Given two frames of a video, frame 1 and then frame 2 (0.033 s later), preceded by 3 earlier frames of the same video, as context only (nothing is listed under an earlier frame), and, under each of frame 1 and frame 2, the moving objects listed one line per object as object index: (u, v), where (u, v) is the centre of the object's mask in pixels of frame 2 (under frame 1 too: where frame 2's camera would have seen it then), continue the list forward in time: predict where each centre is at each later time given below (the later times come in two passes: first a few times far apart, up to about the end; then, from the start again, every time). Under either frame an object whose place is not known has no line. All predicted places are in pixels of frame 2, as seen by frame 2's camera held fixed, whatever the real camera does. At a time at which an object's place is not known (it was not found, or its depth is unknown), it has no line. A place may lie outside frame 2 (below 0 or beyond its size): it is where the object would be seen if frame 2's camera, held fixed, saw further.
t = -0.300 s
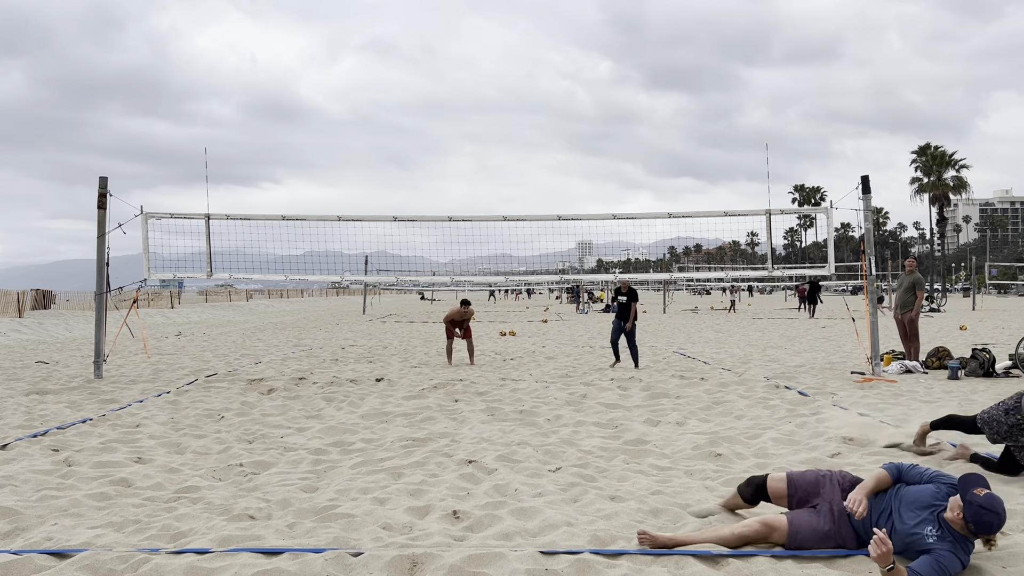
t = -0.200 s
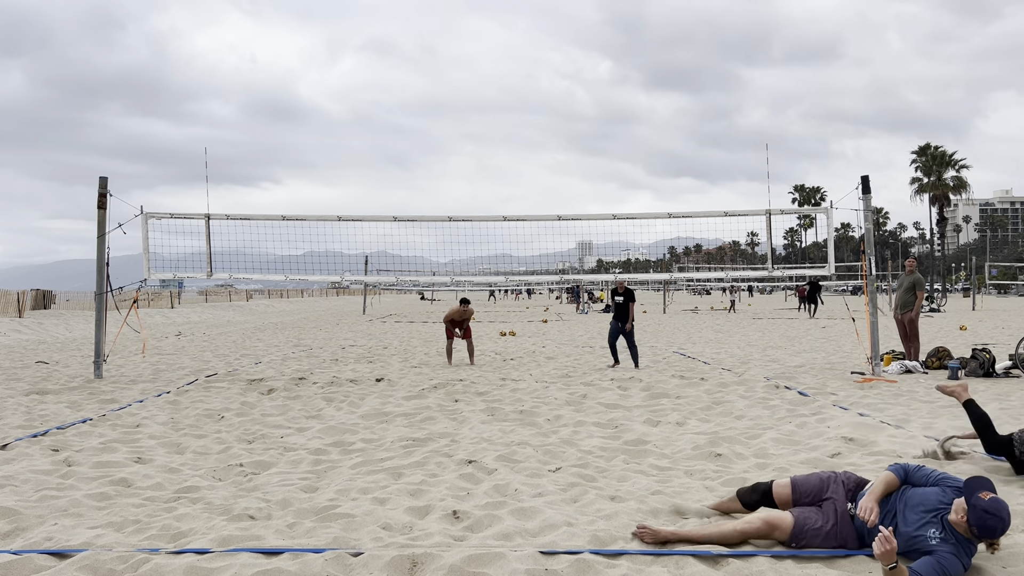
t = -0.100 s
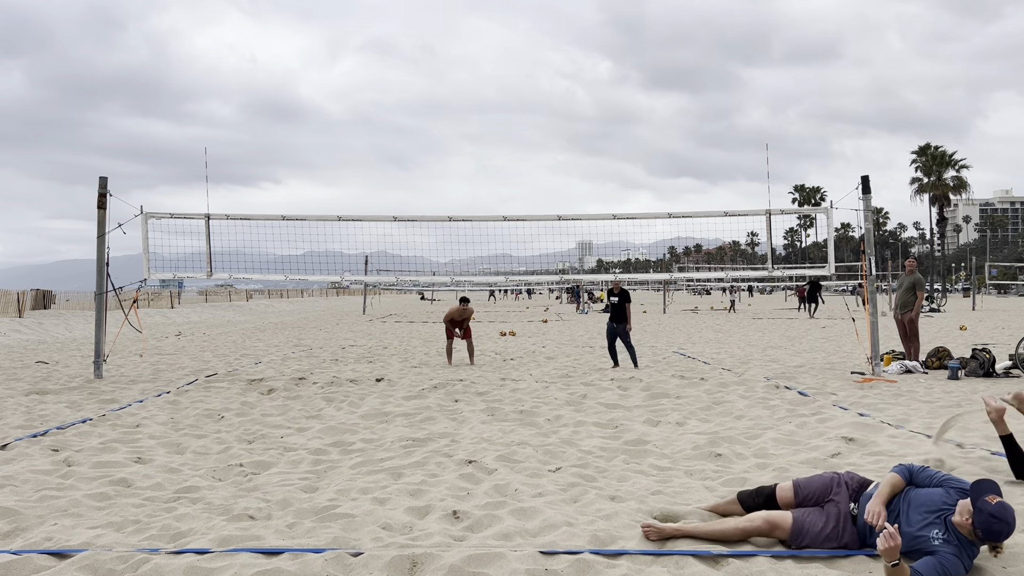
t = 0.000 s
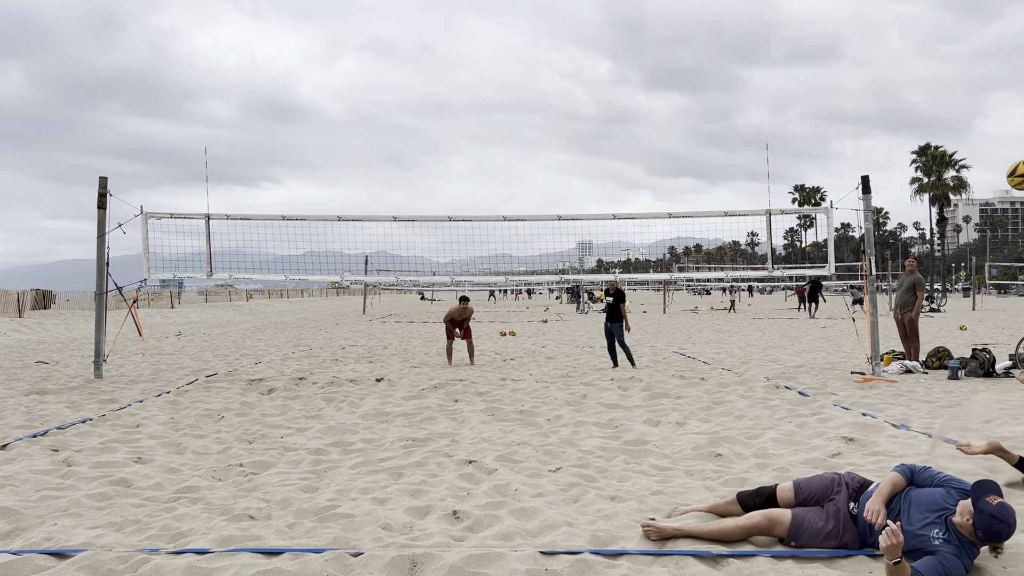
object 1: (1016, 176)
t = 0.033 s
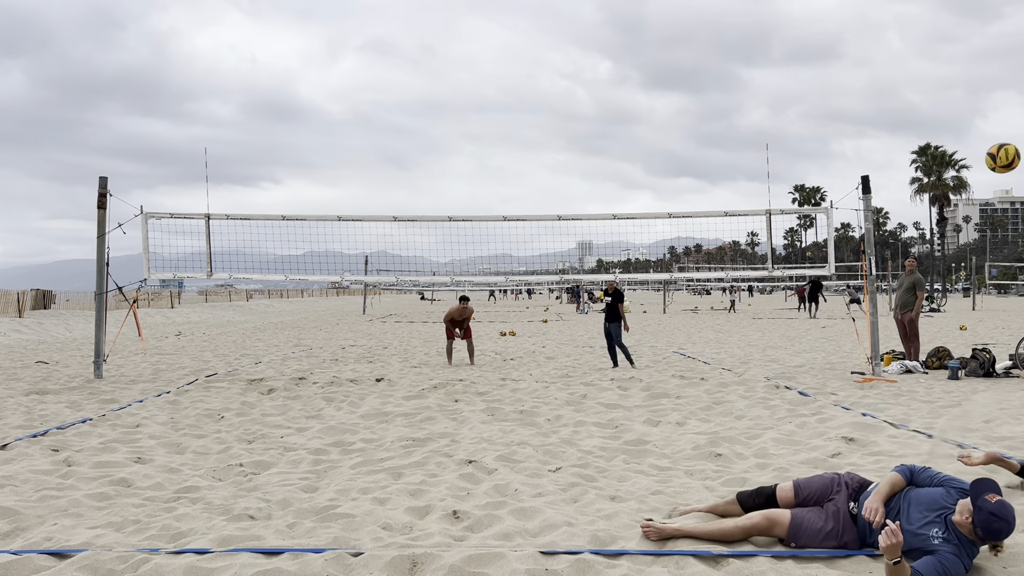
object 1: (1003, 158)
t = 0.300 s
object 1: (862, 99)
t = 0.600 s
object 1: (757, 143)
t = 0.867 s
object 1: (694, 240)
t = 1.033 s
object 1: (666, 318)
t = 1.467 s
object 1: (654, 311)
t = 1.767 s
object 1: (663, 298)
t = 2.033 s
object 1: (672, 341)
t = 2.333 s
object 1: (700, 373)
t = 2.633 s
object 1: (739, 379)
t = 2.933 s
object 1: (763, 375)
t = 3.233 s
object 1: (775, 375)
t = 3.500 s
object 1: (772, 374)
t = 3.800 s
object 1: (769, 376)
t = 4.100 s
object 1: (772, 376)
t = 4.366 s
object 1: (772, 376)
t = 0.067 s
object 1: (982, 143)
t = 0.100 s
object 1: (962, 131)
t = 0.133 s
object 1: (943, 122)
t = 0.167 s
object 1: (925, 113)
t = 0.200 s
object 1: (908, 107)
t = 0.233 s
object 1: (891, 103)
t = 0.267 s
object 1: (876, 101)
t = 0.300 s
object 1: (862, 99)
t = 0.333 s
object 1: (848, 100)
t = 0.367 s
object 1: (834, 101)
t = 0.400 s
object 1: (822, 104)
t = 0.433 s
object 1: (809, 108)
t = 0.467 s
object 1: (798, 113)
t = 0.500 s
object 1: (787, 119)
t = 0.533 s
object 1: (776, 126)
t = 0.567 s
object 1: (766, 134)
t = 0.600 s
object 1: (757, 143)
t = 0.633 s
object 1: (748, 153)
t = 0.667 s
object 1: (739, 163)
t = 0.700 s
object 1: (731, 174)
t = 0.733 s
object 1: (723, 187)
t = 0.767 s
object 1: (715, 199)
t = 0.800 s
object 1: (708, 212)
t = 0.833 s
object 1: (701, 225)
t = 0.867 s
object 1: (694, 240)
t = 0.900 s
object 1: (689, 254)
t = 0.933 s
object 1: (683, 270)
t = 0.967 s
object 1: (677, 285)
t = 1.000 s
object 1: (671, 301)
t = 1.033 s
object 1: (666, 318)
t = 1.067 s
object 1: (662, 335)
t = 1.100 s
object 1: (657, 352)
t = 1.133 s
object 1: (653, 370)
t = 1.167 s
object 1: (648, 388)
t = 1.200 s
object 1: (648, 383)
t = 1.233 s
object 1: (649, 371)
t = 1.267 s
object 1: (649, 360)
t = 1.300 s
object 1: (650, 350)
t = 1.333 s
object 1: (651, 340)
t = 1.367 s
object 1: (652, 332)
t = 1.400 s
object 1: (652, 324)
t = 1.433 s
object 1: (653, 317)
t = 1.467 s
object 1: (654, 311)
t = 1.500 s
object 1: (655, 307)
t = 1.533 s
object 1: (656, 303)
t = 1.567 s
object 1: (657, 300)
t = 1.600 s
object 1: (658, 297)
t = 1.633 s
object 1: (659, 296)
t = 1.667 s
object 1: (660, 295)
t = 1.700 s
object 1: (661, 295)
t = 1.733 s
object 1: (662, 296)
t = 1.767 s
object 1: (663, 298)
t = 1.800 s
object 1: (664, 300)
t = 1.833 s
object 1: (665, 304)
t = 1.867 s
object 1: (667, 308)
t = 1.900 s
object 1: (667, 313)
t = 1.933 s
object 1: (669, 319)
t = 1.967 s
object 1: (670, 325)
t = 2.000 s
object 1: (671, 333)
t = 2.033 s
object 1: (672, 341)
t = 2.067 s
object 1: (673, 350)
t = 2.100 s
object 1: (675, 359)
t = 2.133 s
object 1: (676, 370)
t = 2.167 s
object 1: (677, 381)
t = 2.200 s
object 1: (681, 380)
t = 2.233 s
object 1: (686, 377)
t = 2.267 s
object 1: (691, 375)
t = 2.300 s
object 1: (696, 373)
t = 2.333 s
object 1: (700, 373)
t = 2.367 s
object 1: (705, 373)
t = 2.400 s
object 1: (710, 374)
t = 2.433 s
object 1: (715, 376)
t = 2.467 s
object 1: (720, 379)
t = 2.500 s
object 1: (724, 379)
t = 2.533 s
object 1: (728, 378)
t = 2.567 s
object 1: (732, 378)
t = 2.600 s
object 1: (736, 378)
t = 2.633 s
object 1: (739, 379)
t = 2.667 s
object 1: (743, 379)
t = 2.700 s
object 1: (746, 378)
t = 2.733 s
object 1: (749, 378)
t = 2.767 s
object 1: (752, 377)
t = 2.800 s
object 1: (755, 377)
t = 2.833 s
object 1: (757, 376)
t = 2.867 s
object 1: (759, 376)
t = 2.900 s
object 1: (761, 375)
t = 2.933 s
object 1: (763, 375)
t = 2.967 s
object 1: (764, 375)
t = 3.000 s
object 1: (766, 375)
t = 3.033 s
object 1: (768, 375)
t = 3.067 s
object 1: (769, 375)
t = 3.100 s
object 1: (771, 375)
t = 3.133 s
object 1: (772, 376)
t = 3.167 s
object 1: (774, 376)
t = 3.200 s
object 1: (775, 376)
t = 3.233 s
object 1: (775, 375)
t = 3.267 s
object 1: (774, 375)
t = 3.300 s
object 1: (774, 374)
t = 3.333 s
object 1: (774, 375)
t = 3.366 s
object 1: (774, 374)
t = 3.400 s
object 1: (774, 374)
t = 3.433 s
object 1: (773, 374)
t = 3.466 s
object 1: (773, 374)
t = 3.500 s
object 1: (772, 374)
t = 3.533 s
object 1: (772, 374)
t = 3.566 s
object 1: (771, 374)
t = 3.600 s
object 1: (771, 374)
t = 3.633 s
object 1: (771, 374)
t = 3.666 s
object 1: (770, 374)
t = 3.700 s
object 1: (770, 375)
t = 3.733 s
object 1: (770, 375)
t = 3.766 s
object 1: (769, 376)
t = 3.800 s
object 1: (769, 376)
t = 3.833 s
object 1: (768, 376)
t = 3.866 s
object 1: (768, 376)
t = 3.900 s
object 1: (768, 376)
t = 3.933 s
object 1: (769, 376)
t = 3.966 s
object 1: (769, 376)
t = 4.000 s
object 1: (770, 376)
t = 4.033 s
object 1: (770, 376)
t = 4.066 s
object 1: (771, 376)
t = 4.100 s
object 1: (772, 376)
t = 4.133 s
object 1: (773, 376)
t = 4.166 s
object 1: (773, 376)
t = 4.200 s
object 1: (773, 376)
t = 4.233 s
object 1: (773, 376)
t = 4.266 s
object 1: (772, 376)
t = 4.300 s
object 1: (772, 376)
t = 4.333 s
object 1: (772, 376)
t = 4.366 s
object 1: (772, 376)
